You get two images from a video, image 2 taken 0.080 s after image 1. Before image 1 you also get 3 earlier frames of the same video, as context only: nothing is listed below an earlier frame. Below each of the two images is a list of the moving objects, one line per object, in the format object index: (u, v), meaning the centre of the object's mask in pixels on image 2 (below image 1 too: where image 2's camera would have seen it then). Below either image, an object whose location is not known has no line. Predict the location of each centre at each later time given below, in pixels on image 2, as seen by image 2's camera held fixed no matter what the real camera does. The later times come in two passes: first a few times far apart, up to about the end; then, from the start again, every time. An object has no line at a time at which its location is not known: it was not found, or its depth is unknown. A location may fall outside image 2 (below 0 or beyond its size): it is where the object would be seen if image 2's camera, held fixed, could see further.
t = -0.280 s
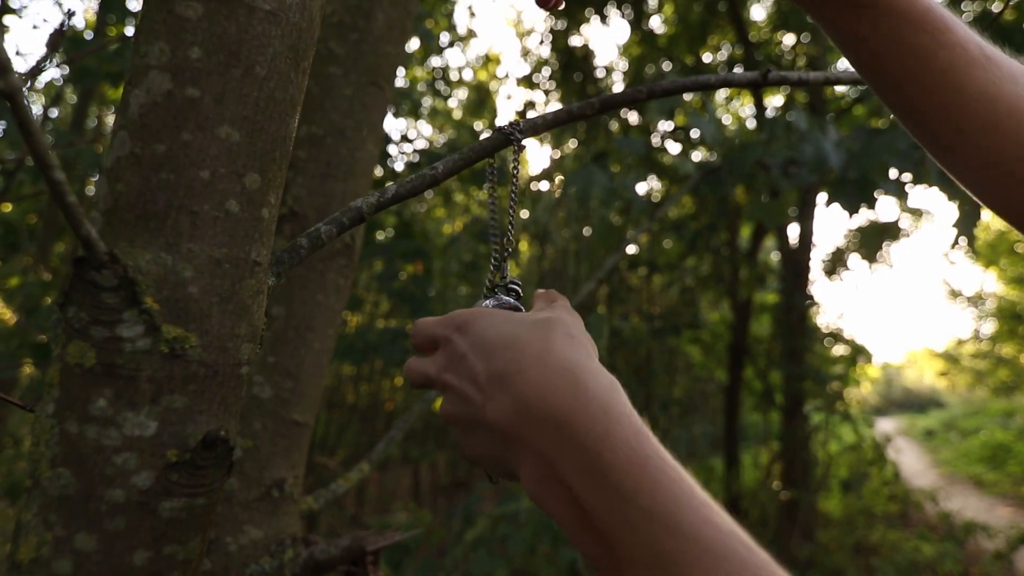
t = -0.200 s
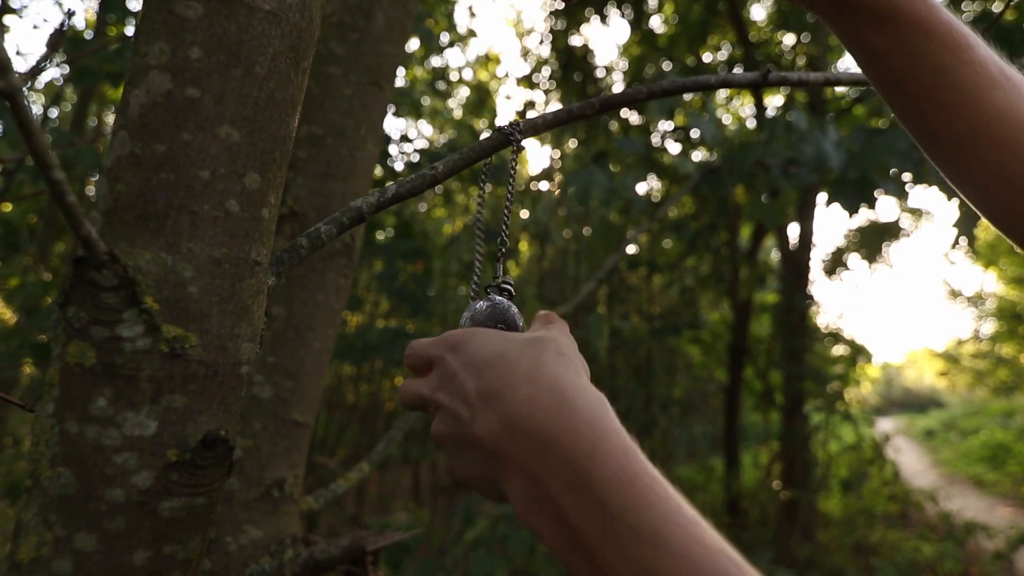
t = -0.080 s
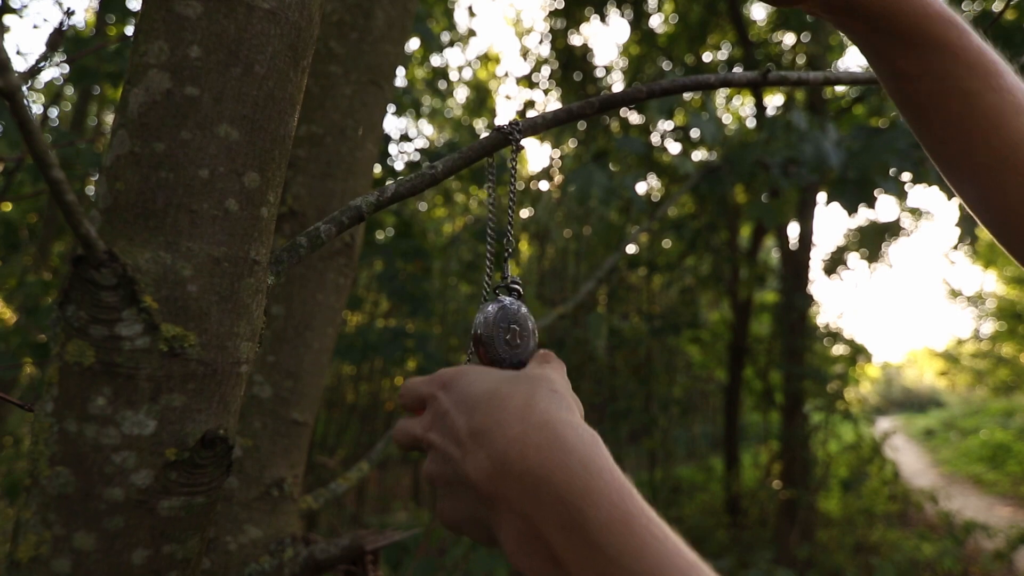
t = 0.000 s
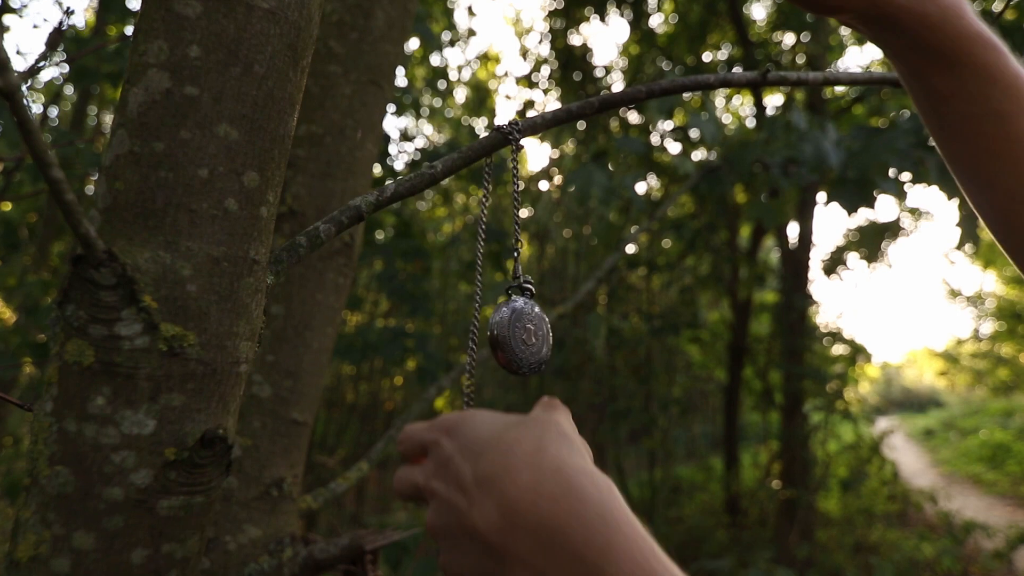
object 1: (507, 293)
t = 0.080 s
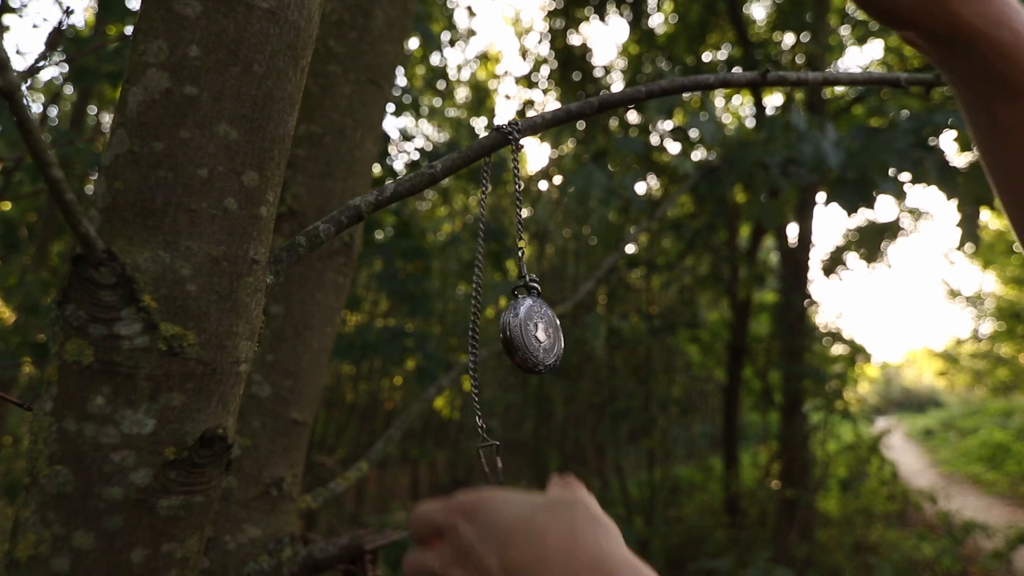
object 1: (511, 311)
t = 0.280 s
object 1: (512, 309)
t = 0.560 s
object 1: (486, 307)
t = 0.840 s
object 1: (513, 303)
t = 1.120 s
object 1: (495, 311)
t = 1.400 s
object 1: (504, 306)
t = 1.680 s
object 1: (508, 302)
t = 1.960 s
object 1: (495, 305)
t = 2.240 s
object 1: (509, 303)
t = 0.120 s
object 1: (514, 312)
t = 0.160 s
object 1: (517, 312)
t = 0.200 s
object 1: (518, 312)
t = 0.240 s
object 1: (517, 311)
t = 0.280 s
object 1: (512, 309)
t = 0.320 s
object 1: (507, 312)
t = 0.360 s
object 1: (501, 312)
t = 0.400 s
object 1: (496, 311)
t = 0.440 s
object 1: (492, 306)
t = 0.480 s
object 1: (490, 304)
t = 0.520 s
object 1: (487, 308)
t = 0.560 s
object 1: (486, 307)
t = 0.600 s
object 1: (489, 309)
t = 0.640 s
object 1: (495, 310)
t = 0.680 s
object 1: (501, 310)
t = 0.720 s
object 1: (507, 307)
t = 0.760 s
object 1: (510, 307)
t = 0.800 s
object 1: (511, 305)
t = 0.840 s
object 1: (513, 303)
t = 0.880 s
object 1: (515, 304)
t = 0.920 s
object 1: (515, 305)
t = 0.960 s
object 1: (513, 307)
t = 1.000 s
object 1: (509, 307)
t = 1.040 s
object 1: (505, 309)
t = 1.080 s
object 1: (500, 311)
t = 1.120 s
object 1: (495, 311)
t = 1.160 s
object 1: (491, 310)
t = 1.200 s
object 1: (492, 300)
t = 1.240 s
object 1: (488, 308)
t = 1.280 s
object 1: (491, 310)
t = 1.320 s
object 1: (495, 311)
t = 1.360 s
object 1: (499, 311)
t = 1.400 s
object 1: (504, 306)
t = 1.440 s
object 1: (505, 310)
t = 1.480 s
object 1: (509, 290)
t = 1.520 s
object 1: (509, 307)
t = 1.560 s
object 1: (512, 302)
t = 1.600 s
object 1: (513, 305)
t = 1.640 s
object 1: (511, 303)
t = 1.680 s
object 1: (508, 302)
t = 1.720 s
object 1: (505, 306)
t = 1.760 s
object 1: (502, 308)
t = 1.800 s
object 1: (498, 307)
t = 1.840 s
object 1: (496, 302)
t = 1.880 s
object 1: (495, 297)
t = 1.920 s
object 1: (495, 300)
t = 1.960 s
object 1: (495, 305)
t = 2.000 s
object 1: (496, 310)
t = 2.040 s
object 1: (498, 311)
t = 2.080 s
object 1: (500, 308)
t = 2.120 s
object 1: (501, 303)
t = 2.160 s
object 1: (502, 304)
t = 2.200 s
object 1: (507, 299)
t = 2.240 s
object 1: (509, 303)
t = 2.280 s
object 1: (511, 308)
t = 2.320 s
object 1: (512, 307)
